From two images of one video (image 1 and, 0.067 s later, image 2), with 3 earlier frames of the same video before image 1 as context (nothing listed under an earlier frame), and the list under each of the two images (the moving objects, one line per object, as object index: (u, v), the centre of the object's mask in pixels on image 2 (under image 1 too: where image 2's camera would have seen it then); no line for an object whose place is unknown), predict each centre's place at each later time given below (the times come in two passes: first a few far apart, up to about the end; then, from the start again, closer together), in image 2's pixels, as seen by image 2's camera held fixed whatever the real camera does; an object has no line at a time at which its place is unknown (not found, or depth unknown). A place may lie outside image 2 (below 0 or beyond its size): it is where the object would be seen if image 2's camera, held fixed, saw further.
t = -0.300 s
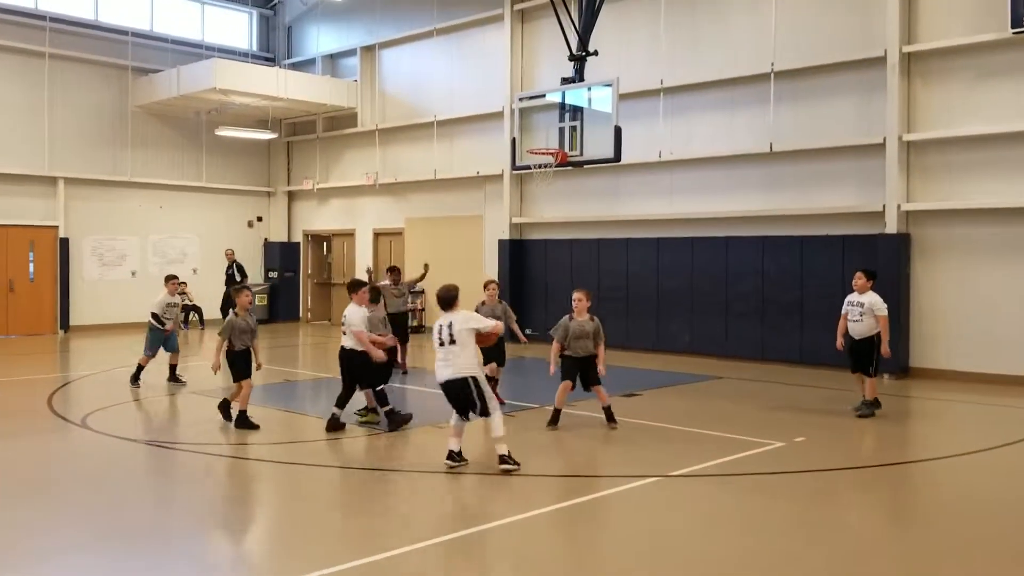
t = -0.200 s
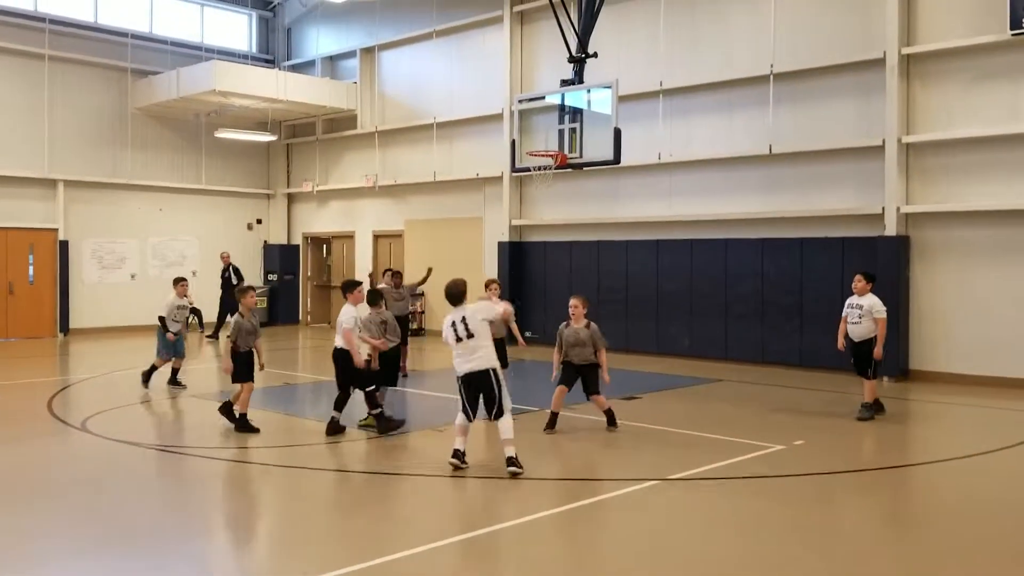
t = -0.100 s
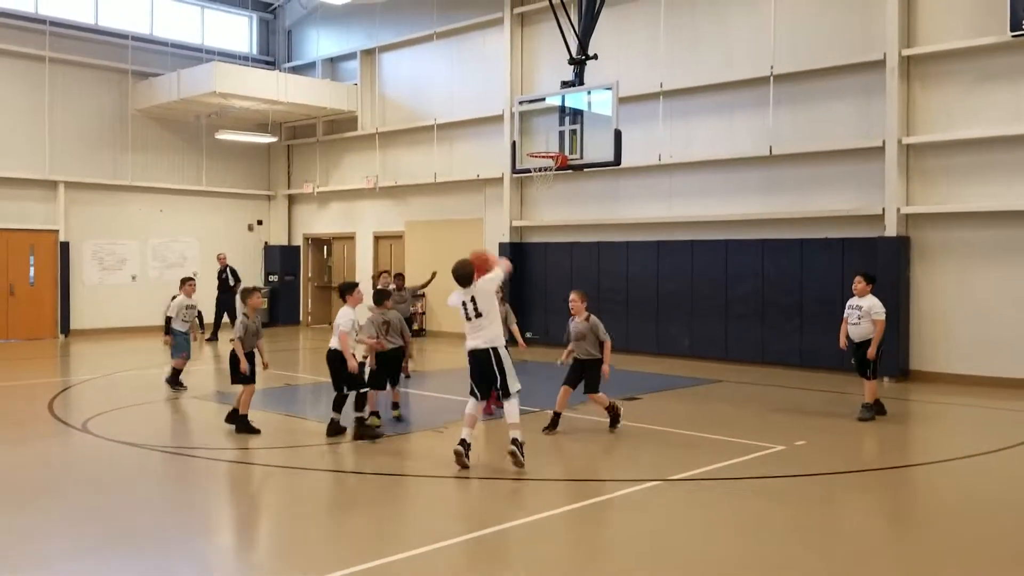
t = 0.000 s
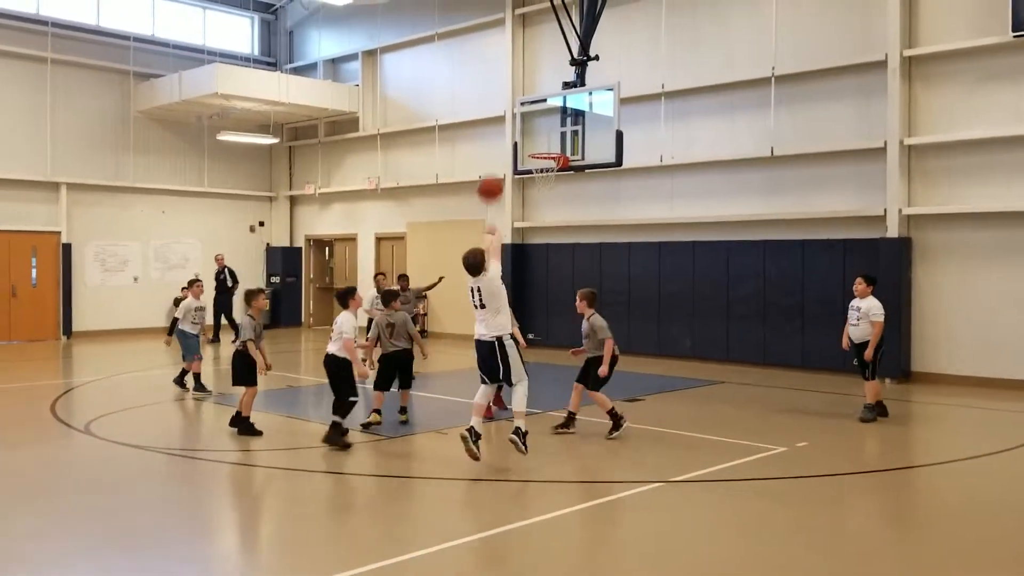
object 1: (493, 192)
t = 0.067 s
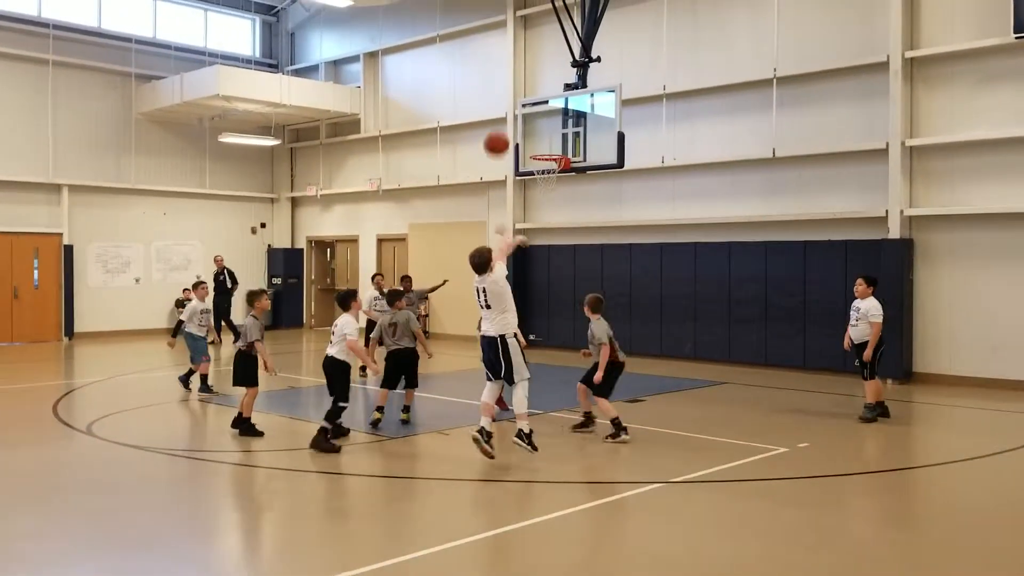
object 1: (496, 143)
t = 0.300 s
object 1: (512, 36)
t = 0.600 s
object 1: (526, -6)
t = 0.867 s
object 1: (538, 26)
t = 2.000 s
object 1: (501, 111)
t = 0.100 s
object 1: (499, 123)
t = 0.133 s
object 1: (501, 104)
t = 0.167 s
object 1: (503, 87)
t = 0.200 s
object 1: (506, 72)
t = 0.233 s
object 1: (507, 58)
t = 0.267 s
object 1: (509, 46)
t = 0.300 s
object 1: (512, 36)
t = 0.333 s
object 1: (514, 27)
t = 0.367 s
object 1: (515, 17)
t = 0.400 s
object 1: (517, 11)
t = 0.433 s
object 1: (518, 6)
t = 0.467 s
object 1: (520, 1)
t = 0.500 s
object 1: (522, -3)
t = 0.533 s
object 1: (523, -5)
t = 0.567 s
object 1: (525, -6)
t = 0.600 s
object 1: (526, -6)
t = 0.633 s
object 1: (527, -5)
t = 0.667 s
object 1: (529, -4)
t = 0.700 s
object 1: (530, -1)
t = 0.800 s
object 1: (535, 13)
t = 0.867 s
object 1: (538, 26)
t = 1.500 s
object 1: (537, 99)
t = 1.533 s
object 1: (534, 93)
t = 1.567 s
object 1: (533, 89)
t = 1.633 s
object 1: (528, 82)
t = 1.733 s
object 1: (522, 78)
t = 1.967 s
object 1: (504, 103)
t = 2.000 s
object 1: (501, 111)
